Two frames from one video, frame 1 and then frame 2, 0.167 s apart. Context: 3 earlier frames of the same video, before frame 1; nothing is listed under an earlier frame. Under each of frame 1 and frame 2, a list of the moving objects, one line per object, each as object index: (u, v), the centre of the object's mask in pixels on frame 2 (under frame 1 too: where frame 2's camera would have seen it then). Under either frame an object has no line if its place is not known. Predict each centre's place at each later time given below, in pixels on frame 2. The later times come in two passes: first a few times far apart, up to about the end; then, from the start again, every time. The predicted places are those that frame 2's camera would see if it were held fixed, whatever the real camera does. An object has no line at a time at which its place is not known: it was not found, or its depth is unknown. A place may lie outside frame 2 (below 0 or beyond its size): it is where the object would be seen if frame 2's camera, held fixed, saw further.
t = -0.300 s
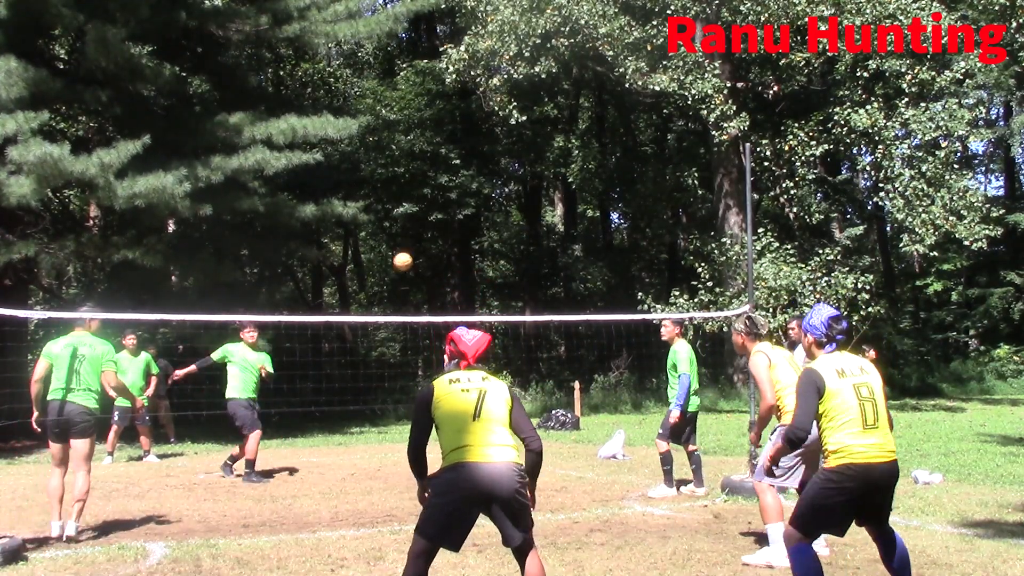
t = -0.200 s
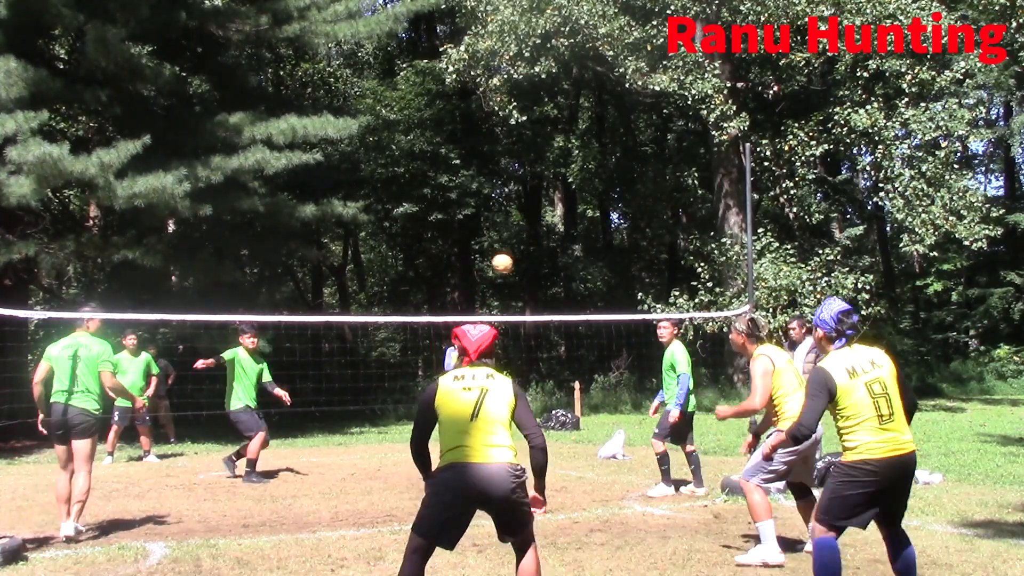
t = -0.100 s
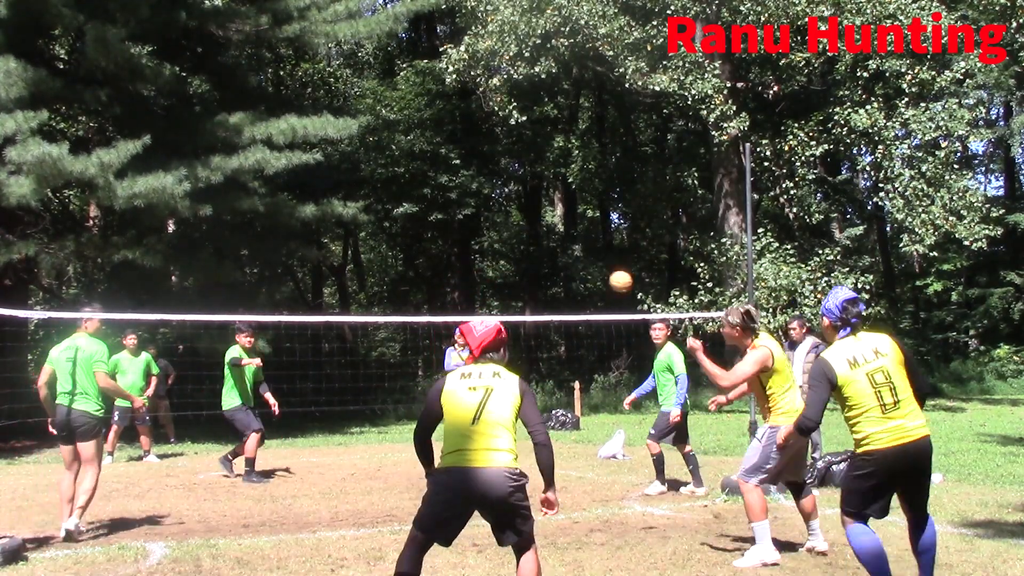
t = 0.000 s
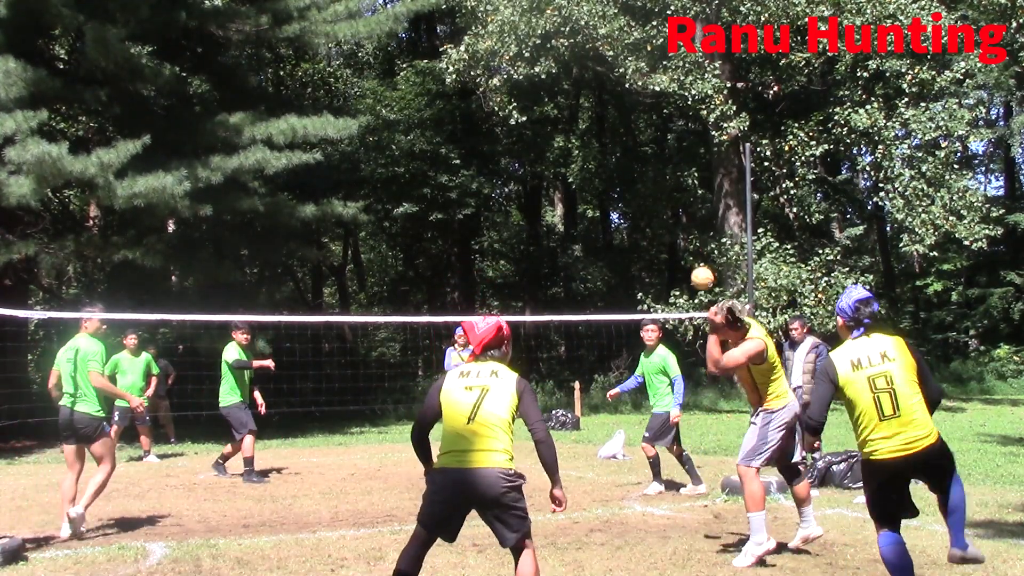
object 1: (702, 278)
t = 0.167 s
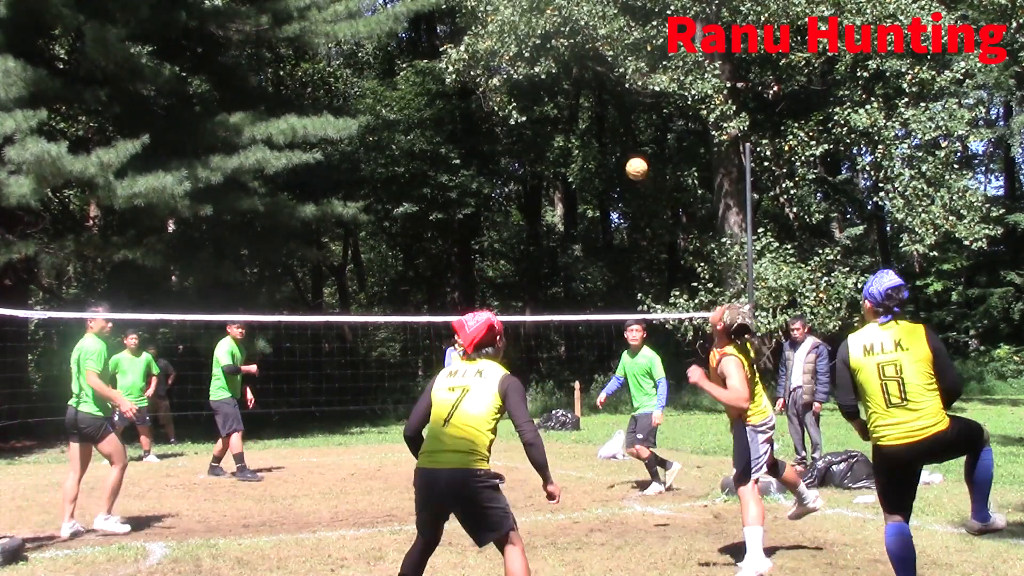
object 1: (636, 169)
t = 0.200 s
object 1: (624, 153)
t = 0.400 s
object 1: (557, 94)
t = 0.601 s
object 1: (496, 96)
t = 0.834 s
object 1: (433, 169)
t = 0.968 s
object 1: (400, 242)
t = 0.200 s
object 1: (624, 153)
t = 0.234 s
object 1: (613, 138)
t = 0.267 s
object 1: (601, 126)
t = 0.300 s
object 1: (589, 115)
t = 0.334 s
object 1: (578, 107)
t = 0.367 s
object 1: (567, 100)
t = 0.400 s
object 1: (557, 94)
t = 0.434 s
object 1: (546, 91)
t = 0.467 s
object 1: (536, 89)
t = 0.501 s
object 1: (526, 89)
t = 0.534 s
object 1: (516, 89)
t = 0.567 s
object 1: (506, 92)
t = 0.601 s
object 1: (496, 96)
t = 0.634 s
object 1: (486, 102)
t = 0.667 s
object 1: (477, 110)
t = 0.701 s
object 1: (468, 119)
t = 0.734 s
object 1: (459, 129)
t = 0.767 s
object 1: (450, 141)
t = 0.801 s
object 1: (442, 154)
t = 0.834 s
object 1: (433, 169)
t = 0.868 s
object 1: (425, 186)
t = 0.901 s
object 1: (417, 203)
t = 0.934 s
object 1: (408, 222)
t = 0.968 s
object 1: (400, 242)
